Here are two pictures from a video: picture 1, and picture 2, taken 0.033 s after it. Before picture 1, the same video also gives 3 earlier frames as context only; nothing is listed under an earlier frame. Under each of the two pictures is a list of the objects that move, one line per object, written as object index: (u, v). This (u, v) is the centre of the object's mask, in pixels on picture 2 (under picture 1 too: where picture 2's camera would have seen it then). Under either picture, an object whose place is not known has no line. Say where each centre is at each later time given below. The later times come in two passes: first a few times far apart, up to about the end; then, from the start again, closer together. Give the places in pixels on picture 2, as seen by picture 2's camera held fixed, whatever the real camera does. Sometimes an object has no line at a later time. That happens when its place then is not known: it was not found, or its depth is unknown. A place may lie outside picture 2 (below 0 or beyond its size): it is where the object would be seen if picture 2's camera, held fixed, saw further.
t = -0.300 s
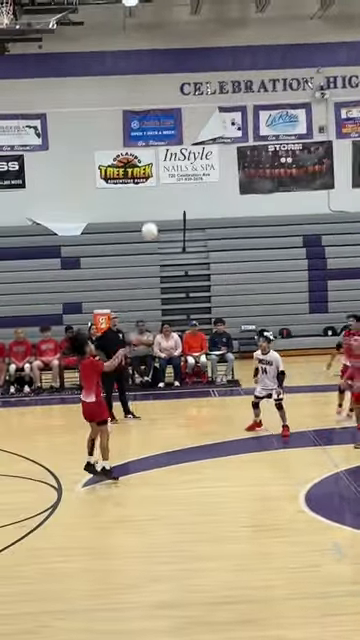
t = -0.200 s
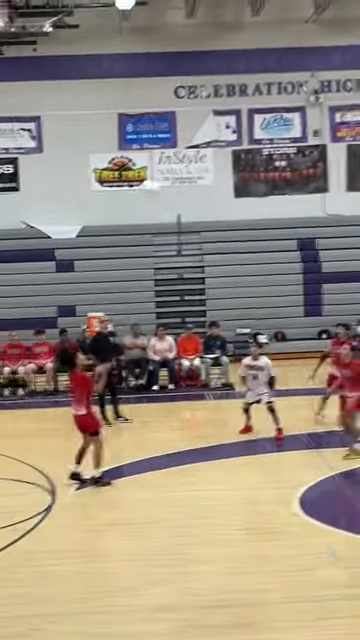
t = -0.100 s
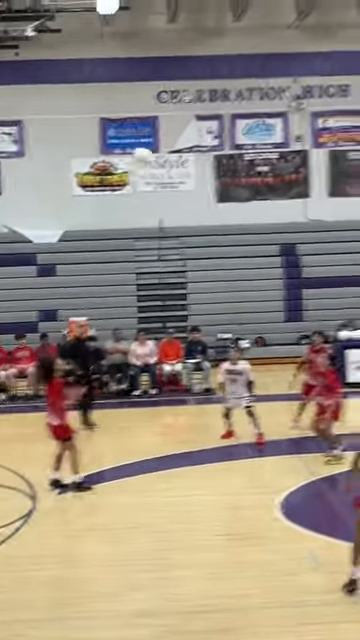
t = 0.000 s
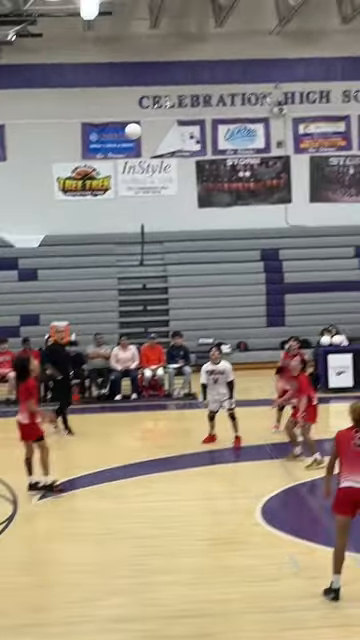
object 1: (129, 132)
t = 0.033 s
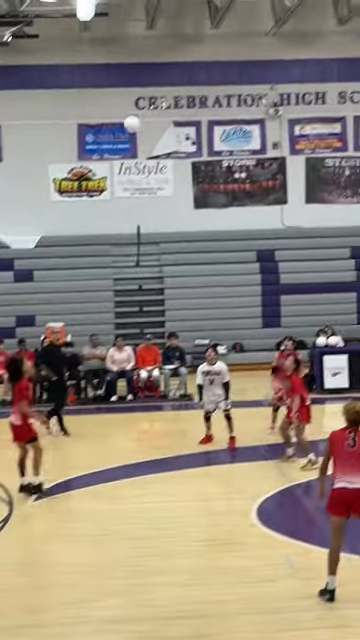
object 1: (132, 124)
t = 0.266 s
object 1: (151, 91)
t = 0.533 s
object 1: (175, 102)
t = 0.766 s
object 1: (195, 151)
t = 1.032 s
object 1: (218, 247)
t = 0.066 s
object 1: (135, 117)
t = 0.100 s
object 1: (138, 109)
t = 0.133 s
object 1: (140, 104)
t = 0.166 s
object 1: (142, 101)
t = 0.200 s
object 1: (146, 97)
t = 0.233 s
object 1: (149, 93)
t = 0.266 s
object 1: (151, 91)
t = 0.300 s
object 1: (155, 90)
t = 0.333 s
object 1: (158, 89)
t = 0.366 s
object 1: (160, 89)
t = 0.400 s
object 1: (163, 91)
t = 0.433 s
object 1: (166, 92)
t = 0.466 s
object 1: (169, 95)
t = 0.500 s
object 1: (171, 98)
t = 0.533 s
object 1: (175, 102)
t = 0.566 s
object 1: (178, 105)
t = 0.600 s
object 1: (180, 111)
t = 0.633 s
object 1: (183, 119)
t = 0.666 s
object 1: (187, 124)
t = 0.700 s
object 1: (193, 132)
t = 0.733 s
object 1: (193, 142)
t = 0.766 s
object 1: (195, 151)
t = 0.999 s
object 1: (215, 233)
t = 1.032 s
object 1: (218, 247)
